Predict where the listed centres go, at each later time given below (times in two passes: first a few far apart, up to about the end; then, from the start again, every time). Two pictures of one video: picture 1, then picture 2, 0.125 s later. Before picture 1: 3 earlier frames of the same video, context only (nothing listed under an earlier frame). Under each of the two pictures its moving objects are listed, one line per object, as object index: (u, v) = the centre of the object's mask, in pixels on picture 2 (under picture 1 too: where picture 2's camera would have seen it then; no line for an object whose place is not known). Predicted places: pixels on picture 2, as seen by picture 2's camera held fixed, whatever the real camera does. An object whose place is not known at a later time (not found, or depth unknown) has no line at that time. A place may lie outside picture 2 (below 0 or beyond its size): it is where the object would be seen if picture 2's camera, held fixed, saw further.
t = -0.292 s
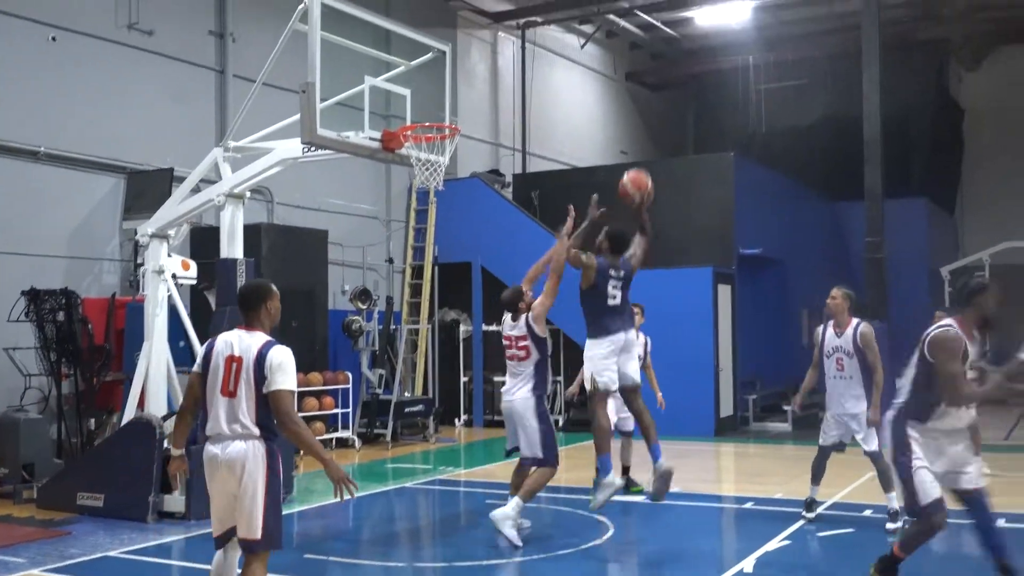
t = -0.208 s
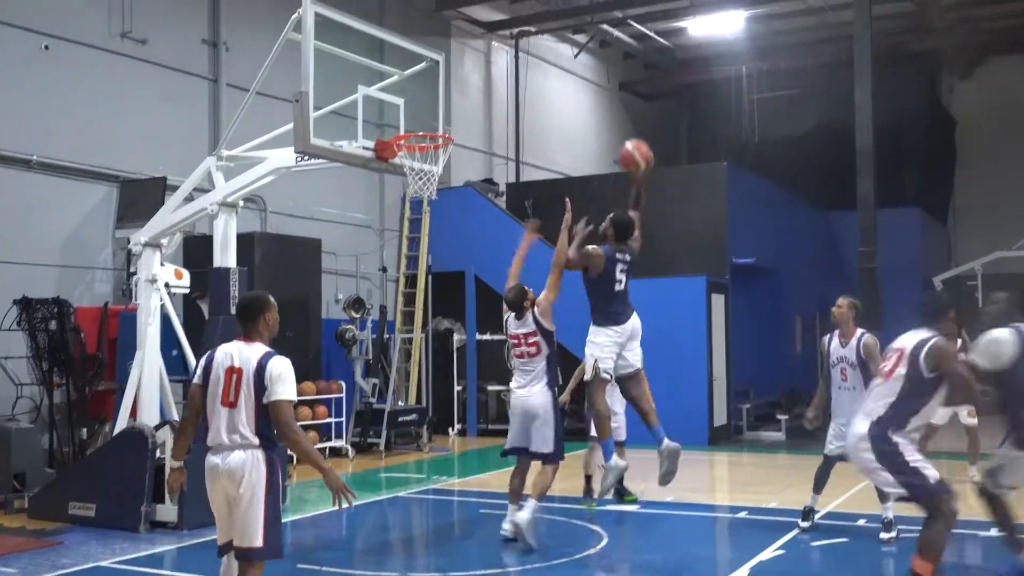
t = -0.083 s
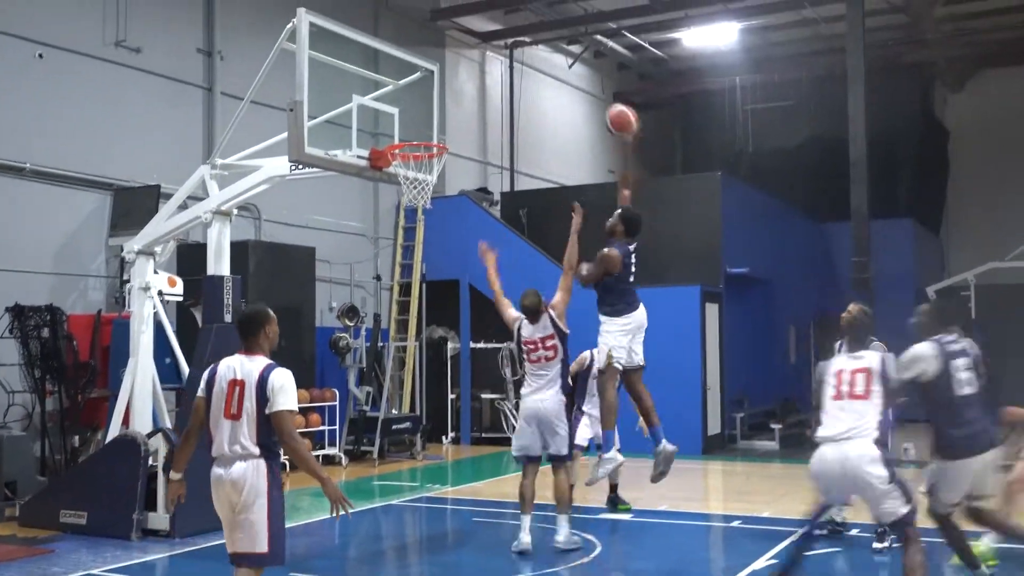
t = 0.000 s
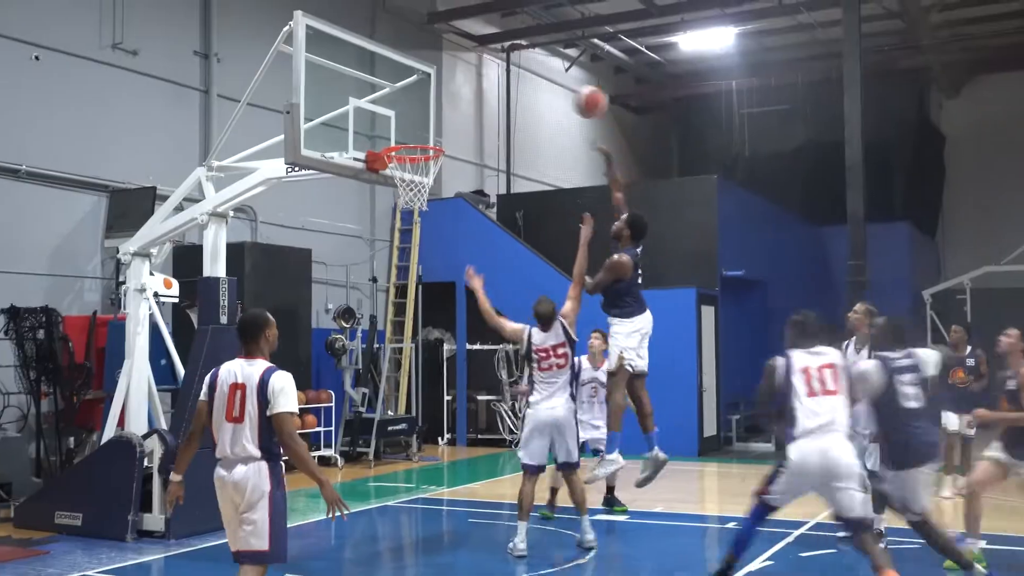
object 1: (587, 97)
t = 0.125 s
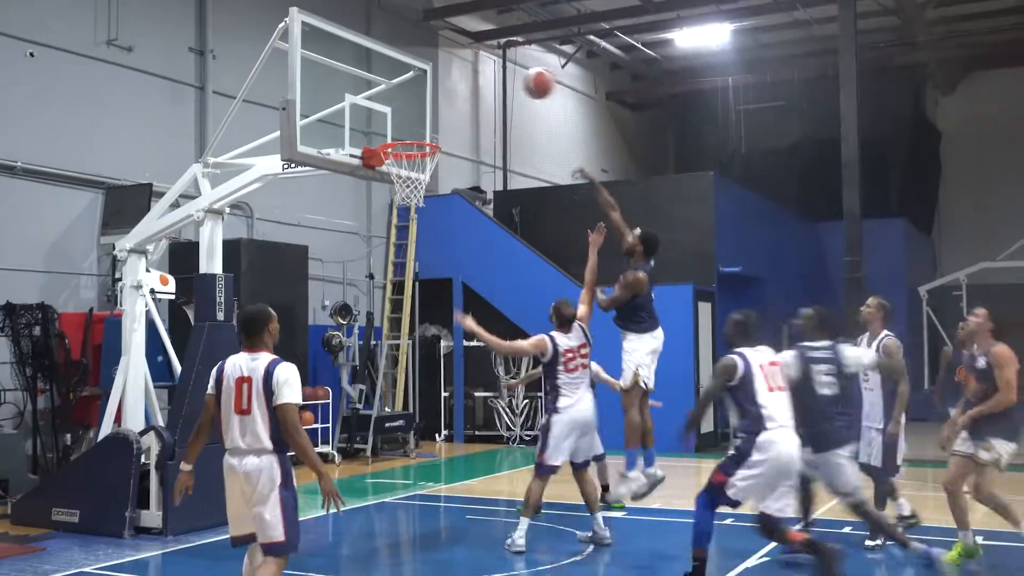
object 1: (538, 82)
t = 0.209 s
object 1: (508, 83)
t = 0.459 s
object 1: (419, 132)
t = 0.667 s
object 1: (376, 196)
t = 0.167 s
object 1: (523, 81)
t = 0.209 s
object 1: (508, 83)
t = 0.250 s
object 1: (492, 87)
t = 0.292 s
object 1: (478, 92)
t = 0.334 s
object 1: (463, 101)
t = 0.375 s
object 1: (449, 110)
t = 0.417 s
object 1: (434, 124)
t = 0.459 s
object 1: (419, 132)
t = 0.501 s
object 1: (405, 152)
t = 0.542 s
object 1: (391, 169)
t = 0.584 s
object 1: (382, 181)
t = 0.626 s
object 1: (379, 187)
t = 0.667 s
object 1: (376, 196)
